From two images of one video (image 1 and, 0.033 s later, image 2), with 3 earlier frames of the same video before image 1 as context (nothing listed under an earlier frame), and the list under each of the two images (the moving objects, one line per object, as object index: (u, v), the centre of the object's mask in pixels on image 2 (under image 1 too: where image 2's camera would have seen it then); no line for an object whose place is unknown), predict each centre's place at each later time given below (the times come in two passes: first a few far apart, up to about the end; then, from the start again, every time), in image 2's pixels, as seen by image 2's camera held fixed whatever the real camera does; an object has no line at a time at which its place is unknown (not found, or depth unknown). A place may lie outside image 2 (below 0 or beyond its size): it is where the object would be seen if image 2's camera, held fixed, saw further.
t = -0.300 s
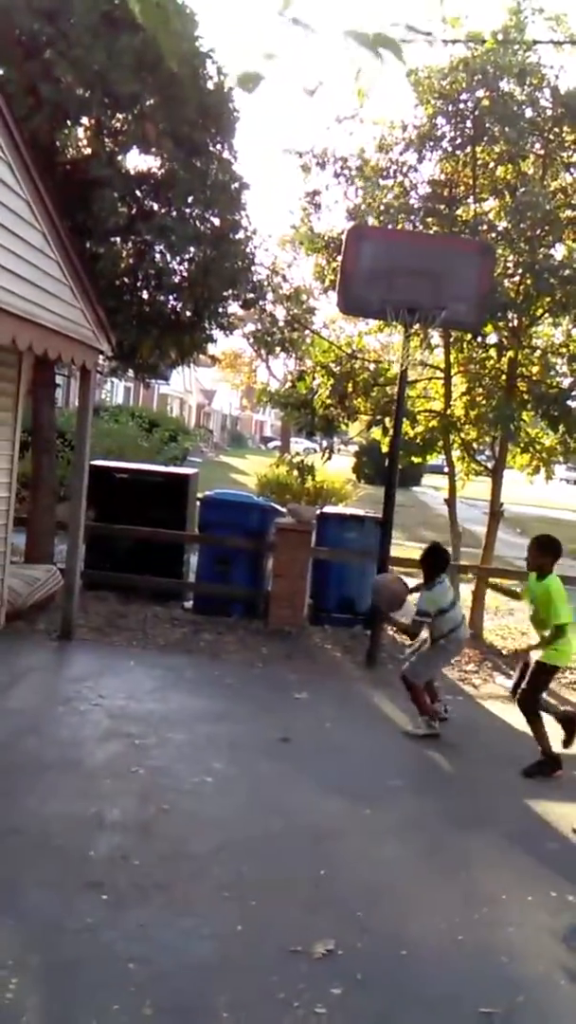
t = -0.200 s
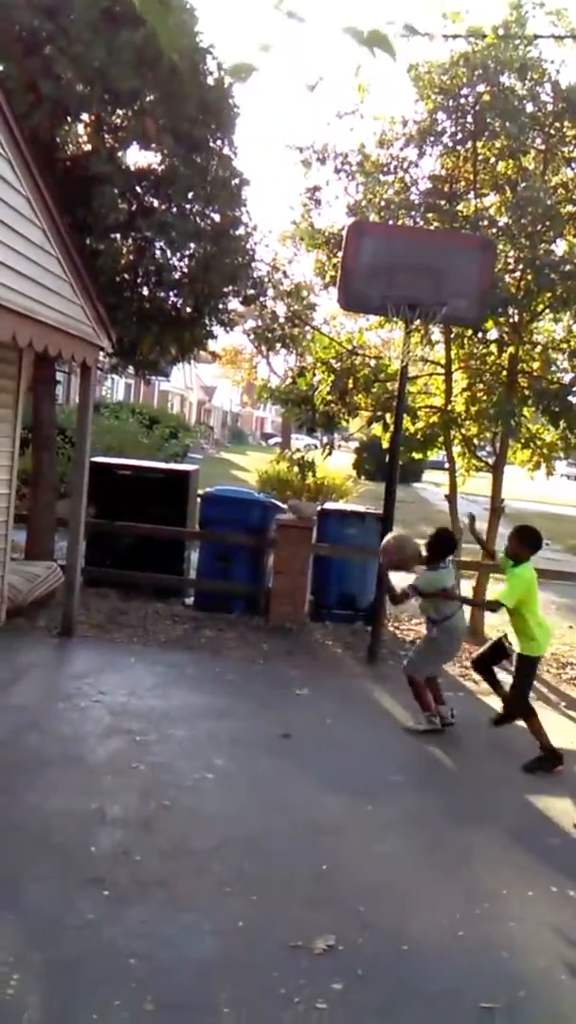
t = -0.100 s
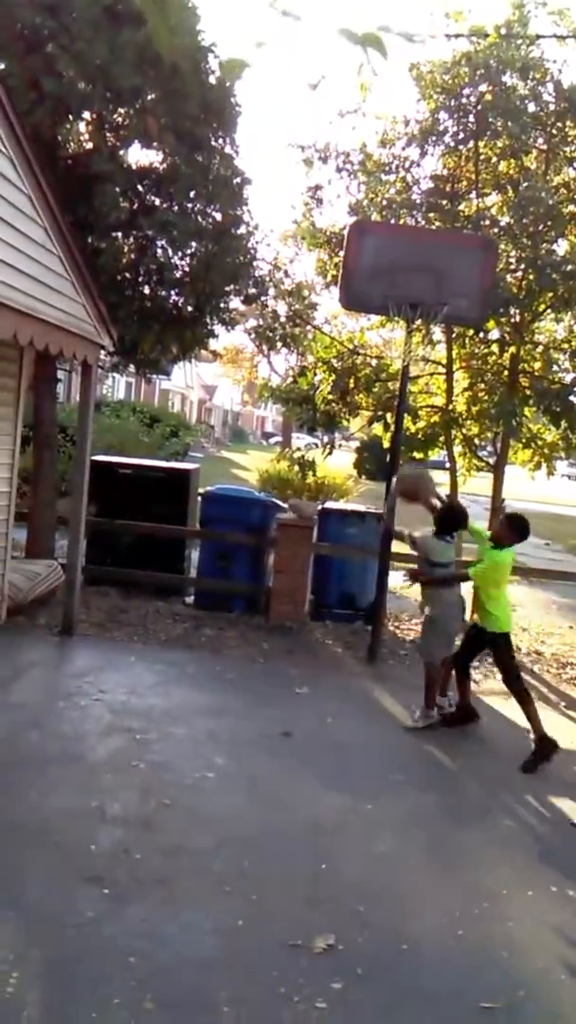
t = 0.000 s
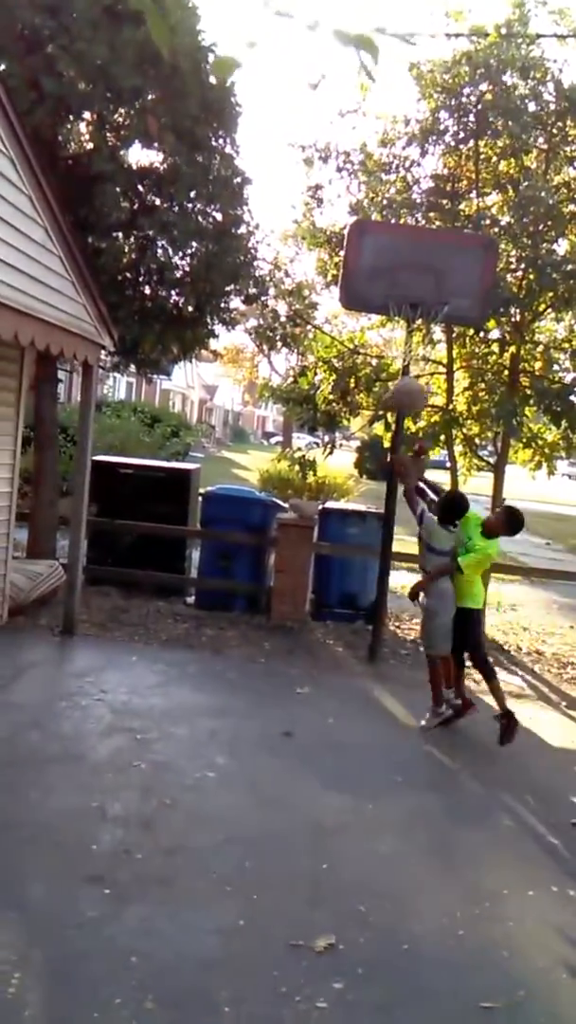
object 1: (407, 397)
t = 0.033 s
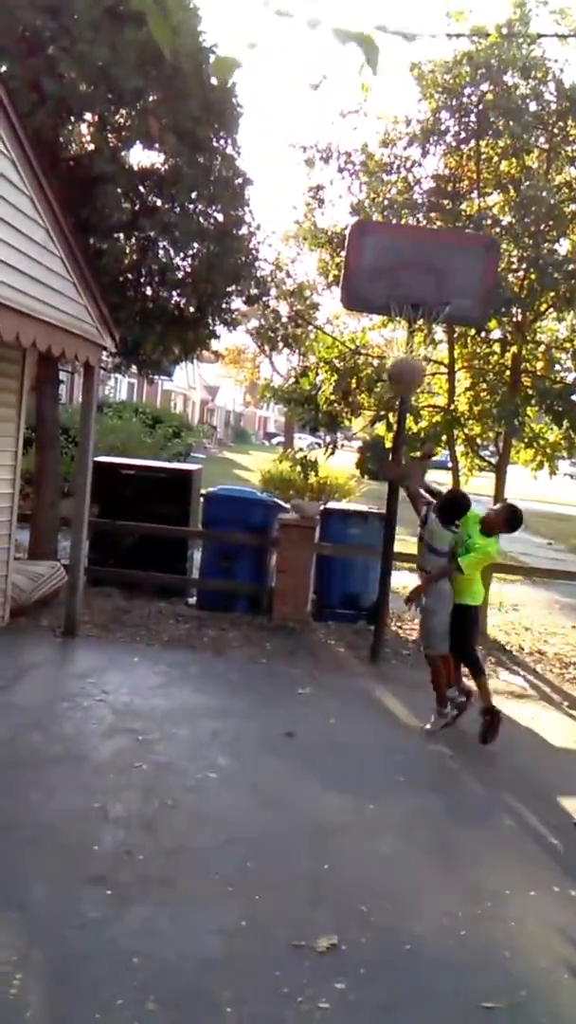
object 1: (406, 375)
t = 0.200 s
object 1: (385, 275)
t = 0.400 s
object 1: (357, 220)
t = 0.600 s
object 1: (322, 231)
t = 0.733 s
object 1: (295, 272)
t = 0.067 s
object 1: (403, 351)
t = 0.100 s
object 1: (398, 328)
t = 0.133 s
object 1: (394, 308)
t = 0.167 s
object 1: (390, 288)
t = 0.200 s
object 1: (385, 275)
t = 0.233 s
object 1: (381, 262)
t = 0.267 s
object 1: (377, 250)
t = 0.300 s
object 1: (372, 239)
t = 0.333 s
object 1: (367, 231)
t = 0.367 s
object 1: (363, 225)
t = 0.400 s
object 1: (357, 220)
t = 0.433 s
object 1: (350, 217)
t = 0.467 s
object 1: (347, 217)
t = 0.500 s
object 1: (341, 218)
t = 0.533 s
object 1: (334, 220)
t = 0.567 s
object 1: (328, 224)
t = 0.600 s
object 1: (322, 231)
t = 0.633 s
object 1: (315, 238)
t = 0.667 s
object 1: (308, 247)
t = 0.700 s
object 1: (301, 258)
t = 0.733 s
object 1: (295, 272)
